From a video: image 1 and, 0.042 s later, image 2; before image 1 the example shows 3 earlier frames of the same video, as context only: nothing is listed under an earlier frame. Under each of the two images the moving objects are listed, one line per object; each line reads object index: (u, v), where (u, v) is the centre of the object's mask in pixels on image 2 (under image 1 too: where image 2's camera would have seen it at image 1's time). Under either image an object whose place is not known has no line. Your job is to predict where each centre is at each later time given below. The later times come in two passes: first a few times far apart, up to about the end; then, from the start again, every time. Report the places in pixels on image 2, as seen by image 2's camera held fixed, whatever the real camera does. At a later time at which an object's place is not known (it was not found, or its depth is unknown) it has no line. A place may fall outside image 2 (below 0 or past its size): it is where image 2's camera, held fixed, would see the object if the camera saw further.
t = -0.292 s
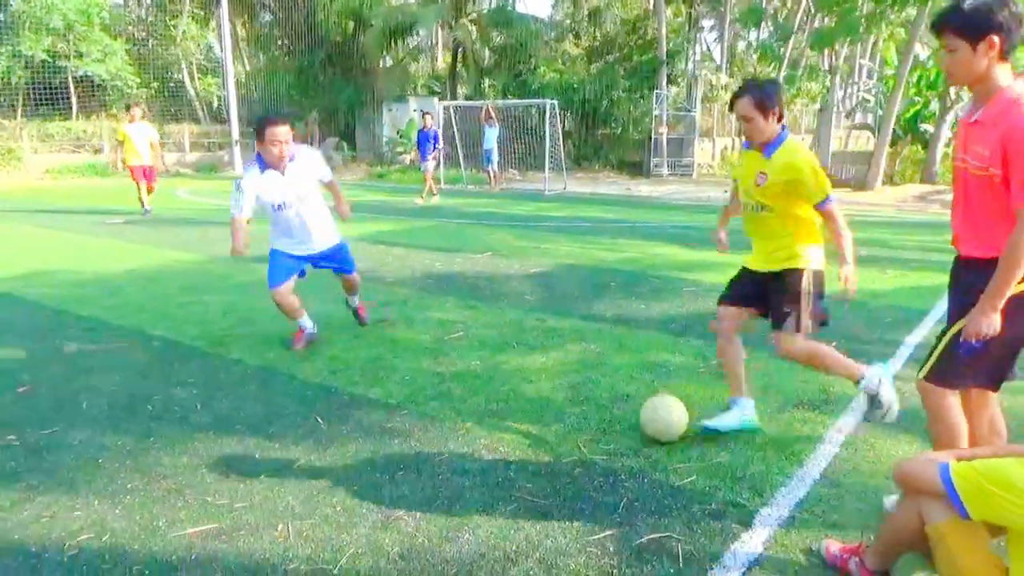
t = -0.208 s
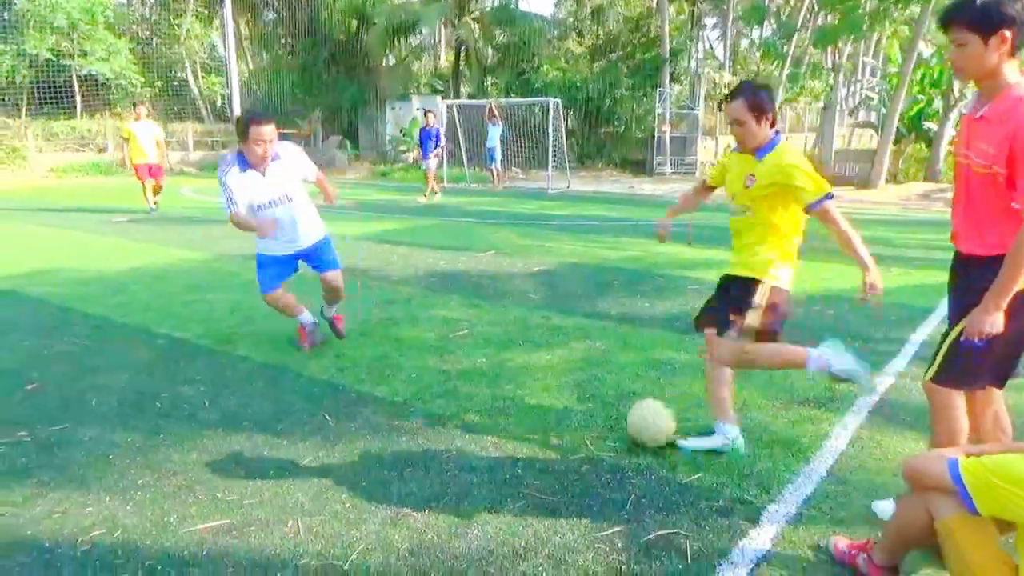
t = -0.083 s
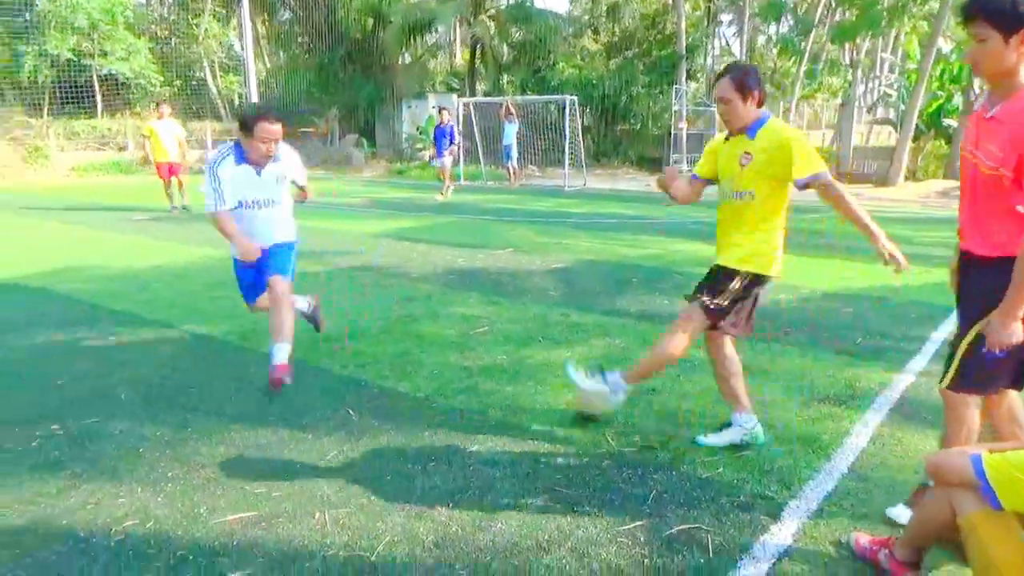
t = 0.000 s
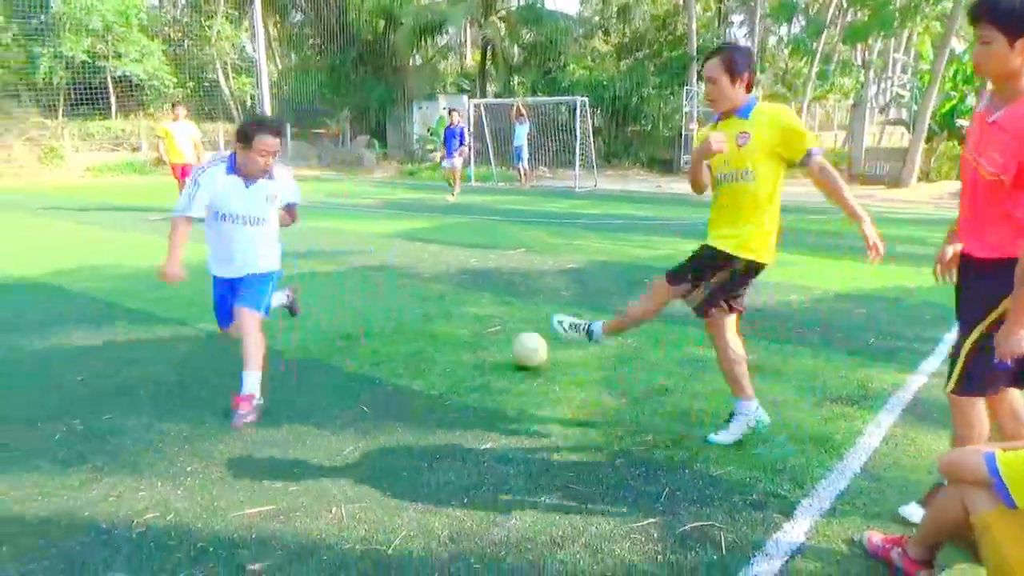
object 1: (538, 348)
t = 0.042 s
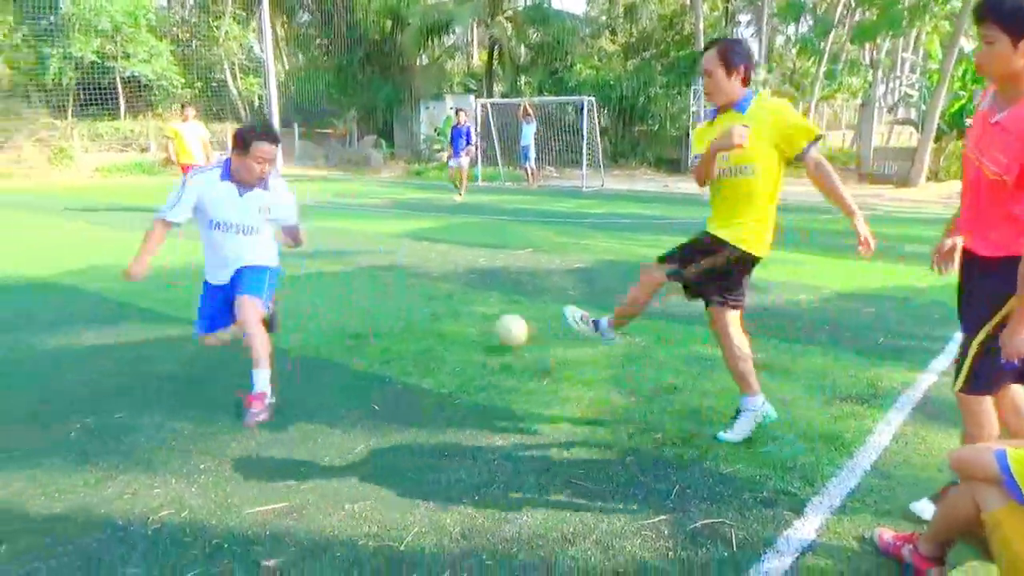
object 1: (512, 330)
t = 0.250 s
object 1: (410, 272)
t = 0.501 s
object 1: (369, 245)
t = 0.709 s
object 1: (347, 231)
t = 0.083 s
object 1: (487, 316)
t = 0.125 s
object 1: (466, 306)
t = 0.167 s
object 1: (450, 293)
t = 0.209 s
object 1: (436, 283)
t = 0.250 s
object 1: (410, 272)
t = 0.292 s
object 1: (403, 267)
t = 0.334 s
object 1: (394, 261)
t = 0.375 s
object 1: (387, 255)
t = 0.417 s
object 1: (381, 252)
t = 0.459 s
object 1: (375, 247)
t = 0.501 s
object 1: (369, 245)
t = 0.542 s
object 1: (364, 242)
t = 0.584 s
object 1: (359, 239)
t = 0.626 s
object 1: (354, 234)
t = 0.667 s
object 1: (351, 233)
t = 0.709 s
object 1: (347, 231)
